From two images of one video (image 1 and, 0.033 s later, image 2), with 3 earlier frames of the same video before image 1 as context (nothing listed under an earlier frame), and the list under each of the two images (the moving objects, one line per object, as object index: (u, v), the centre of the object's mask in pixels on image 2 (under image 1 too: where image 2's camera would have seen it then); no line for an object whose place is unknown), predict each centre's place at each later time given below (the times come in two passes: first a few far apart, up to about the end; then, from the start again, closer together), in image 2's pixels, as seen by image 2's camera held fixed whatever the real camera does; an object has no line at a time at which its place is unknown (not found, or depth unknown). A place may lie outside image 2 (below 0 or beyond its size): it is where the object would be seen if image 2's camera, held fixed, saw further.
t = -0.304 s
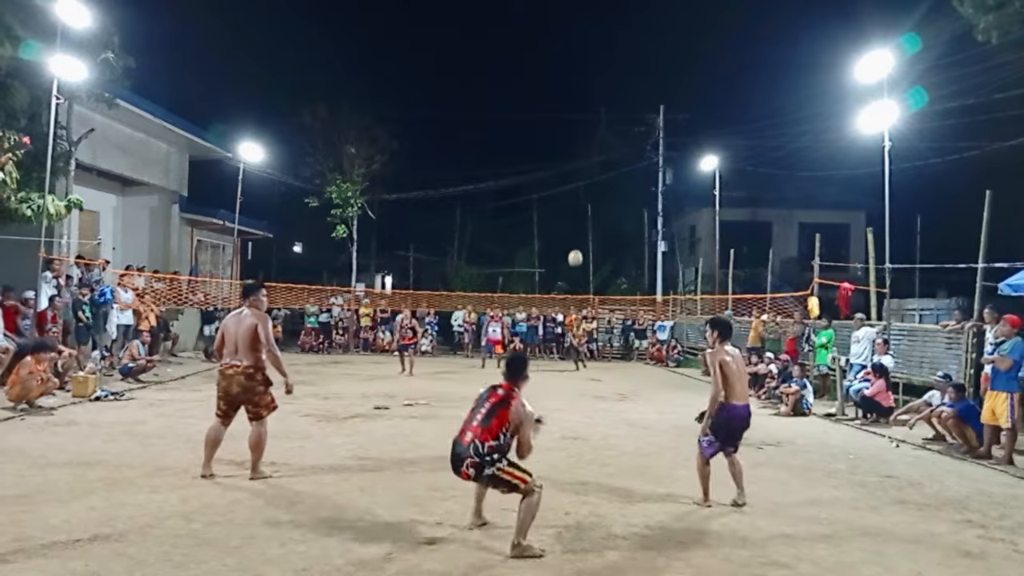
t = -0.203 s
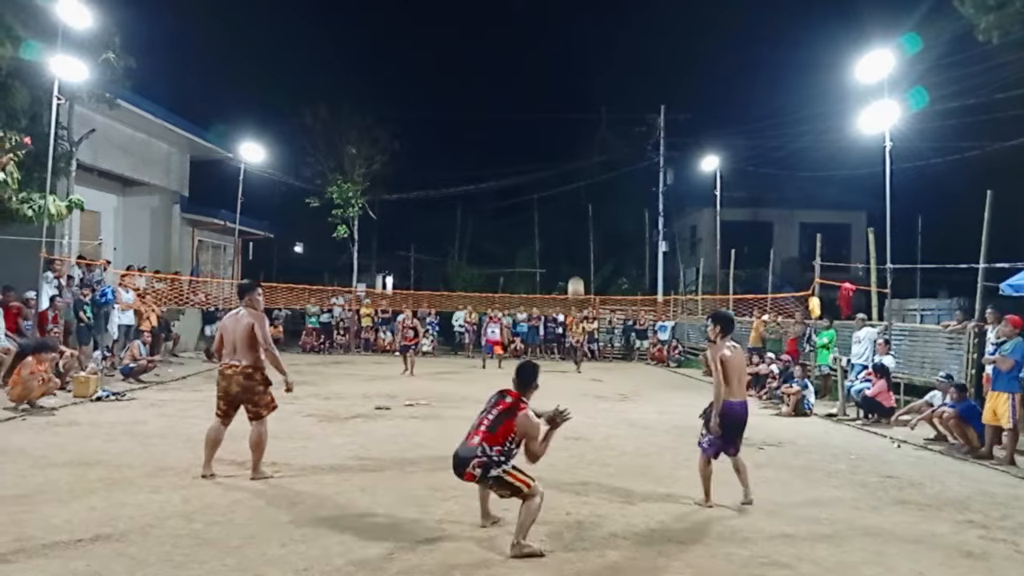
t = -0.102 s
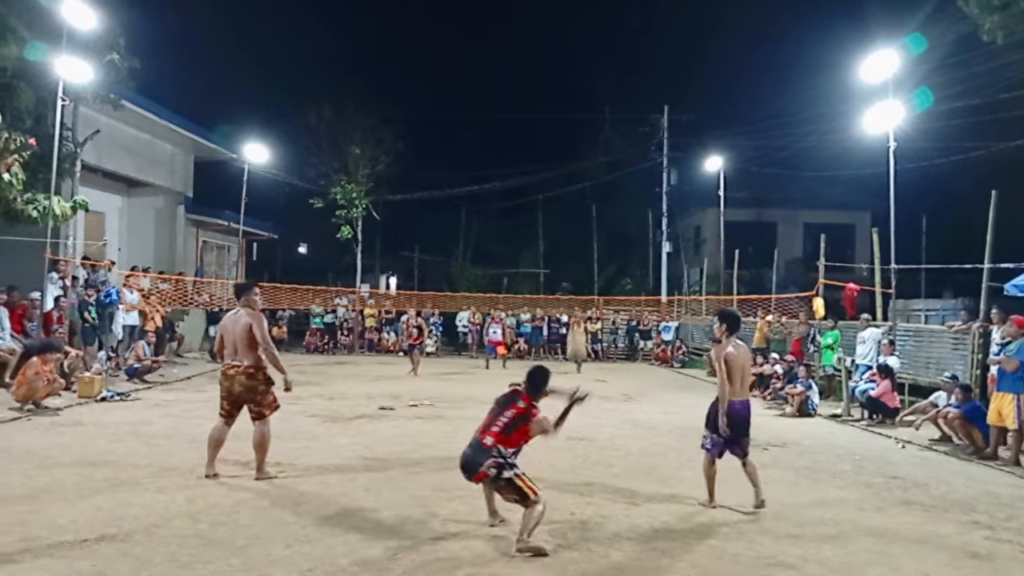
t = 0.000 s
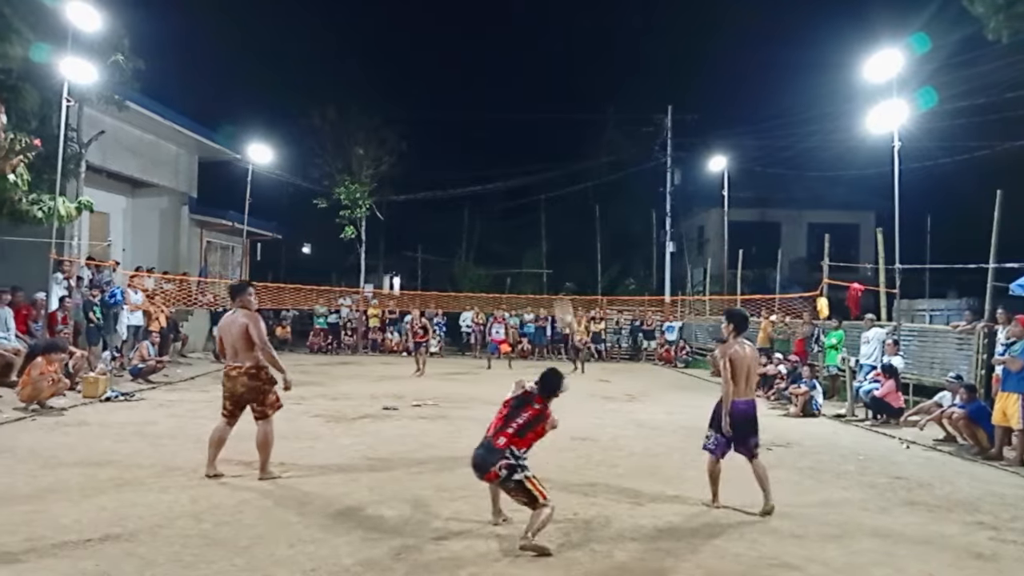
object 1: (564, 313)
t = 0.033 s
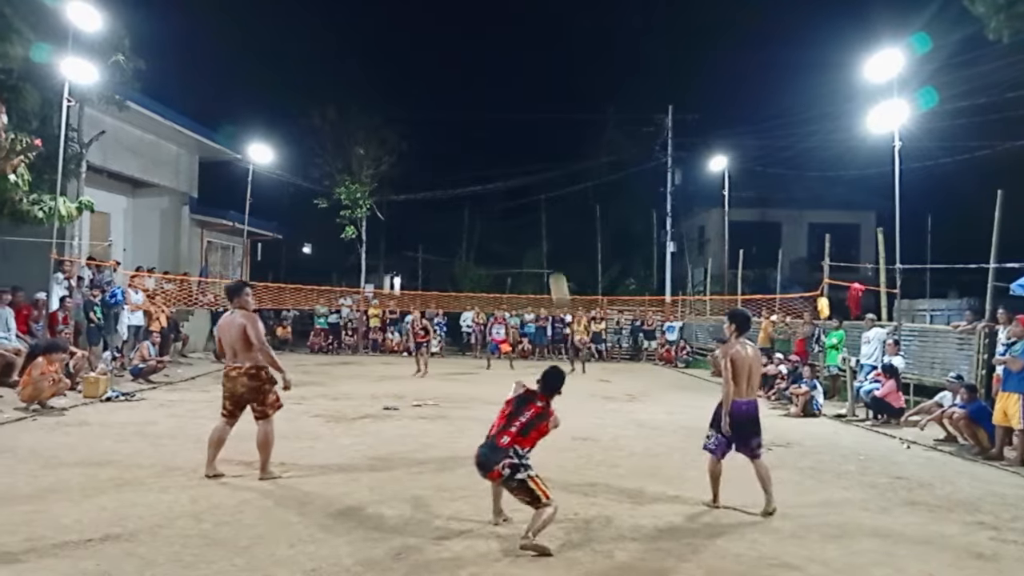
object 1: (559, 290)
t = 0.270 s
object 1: (528, 191)
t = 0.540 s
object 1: (505, 171)
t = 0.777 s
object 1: (490, 190)
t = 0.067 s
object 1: (554, 267)
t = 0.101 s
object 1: (549, 248)
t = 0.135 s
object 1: (544, 232)
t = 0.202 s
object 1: (536, 208)
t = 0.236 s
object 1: (532, 199)
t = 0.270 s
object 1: (528, 191)
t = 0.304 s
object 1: (524, 185)
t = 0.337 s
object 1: (521, 181)
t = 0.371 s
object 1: (518, 177)
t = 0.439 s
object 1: (512, 172)
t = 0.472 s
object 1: (509, 171)
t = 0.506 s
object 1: (507, 171)
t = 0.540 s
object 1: (505, 171)
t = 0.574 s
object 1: (502, 172)
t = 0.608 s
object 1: (500, 174)
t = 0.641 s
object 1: (497, 176)
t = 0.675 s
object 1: (495, 179)
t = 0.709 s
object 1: (493, 182)
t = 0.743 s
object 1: (492, 186)
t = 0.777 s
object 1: (490, 190)
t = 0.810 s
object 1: (488, 194)
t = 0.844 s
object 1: (486, 199)
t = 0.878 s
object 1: (484, 204)
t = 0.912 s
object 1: (482, 209)
